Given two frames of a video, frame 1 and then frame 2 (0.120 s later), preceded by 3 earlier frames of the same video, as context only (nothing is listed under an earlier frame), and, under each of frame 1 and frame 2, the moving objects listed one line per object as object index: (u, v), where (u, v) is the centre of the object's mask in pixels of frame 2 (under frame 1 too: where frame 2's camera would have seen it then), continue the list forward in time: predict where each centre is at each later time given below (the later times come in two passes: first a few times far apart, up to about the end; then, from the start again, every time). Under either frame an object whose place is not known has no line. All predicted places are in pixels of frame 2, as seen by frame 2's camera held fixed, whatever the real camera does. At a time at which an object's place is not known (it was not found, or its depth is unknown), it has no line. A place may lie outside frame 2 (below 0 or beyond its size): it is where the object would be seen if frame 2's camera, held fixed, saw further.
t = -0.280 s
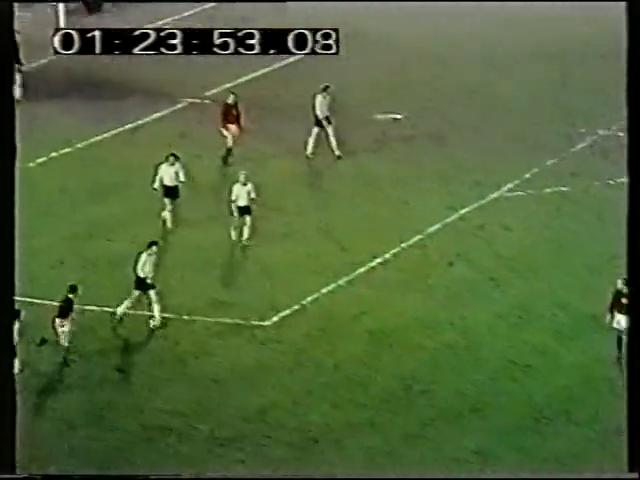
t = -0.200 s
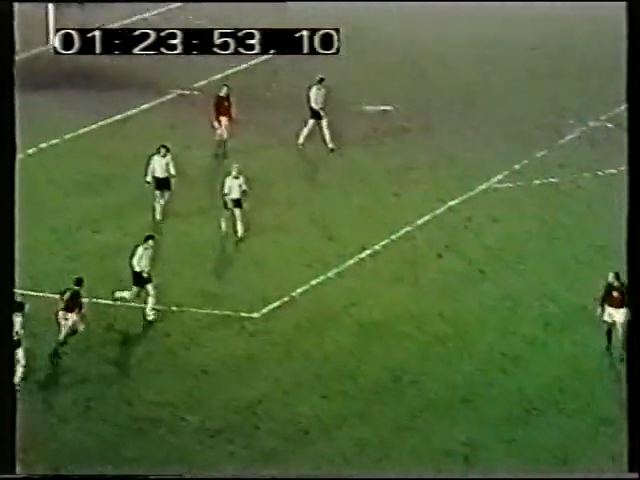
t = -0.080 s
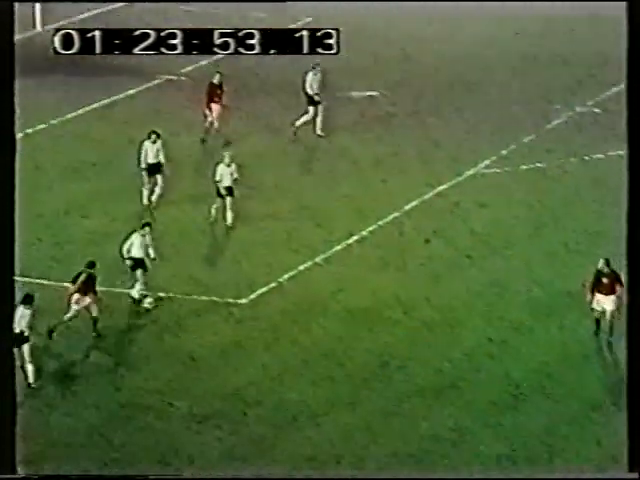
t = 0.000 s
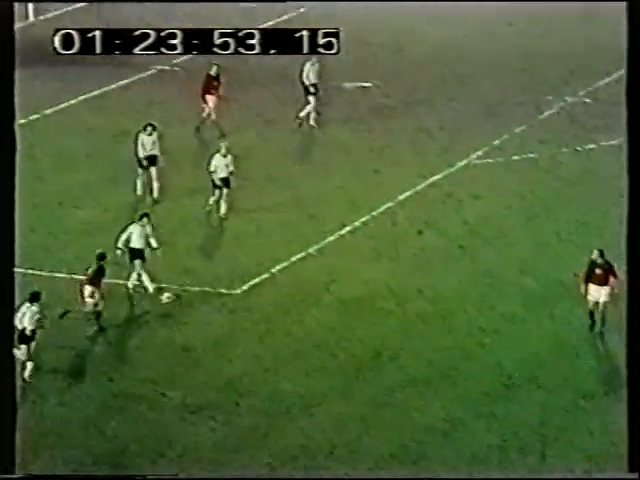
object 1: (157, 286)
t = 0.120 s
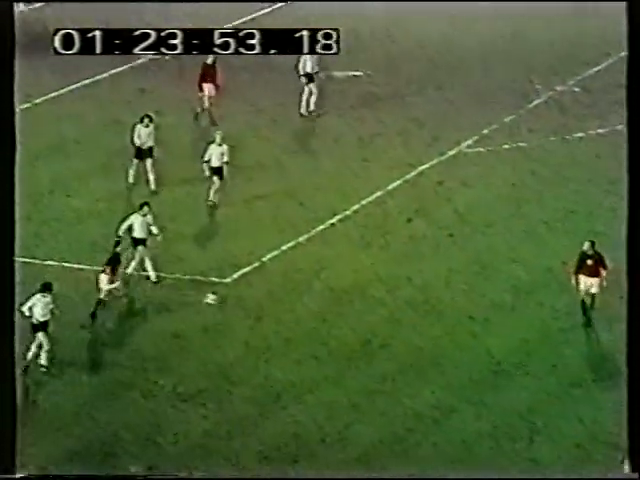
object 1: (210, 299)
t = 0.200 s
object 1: (243, 312)
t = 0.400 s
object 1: (321, 357)
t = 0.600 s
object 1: (382, 382)
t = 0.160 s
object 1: (226, 304)
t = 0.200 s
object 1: (243, 312)
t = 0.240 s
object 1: (259, 318)
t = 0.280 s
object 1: (276, 327)
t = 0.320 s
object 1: (292, 336)
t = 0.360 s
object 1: (306, 346)
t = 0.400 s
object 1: (321, 357)
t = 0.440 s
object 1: (336, 366)
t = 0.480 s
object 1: (348, 369)
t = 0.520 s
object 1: (359, 372)
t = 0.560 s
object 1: (371, 377)
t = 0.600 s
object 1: (382, 382)
